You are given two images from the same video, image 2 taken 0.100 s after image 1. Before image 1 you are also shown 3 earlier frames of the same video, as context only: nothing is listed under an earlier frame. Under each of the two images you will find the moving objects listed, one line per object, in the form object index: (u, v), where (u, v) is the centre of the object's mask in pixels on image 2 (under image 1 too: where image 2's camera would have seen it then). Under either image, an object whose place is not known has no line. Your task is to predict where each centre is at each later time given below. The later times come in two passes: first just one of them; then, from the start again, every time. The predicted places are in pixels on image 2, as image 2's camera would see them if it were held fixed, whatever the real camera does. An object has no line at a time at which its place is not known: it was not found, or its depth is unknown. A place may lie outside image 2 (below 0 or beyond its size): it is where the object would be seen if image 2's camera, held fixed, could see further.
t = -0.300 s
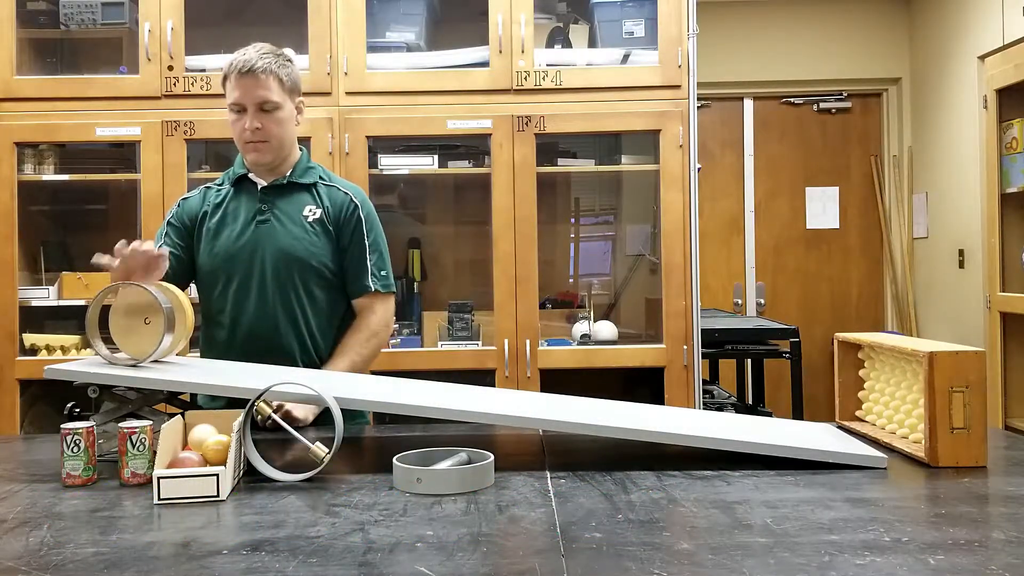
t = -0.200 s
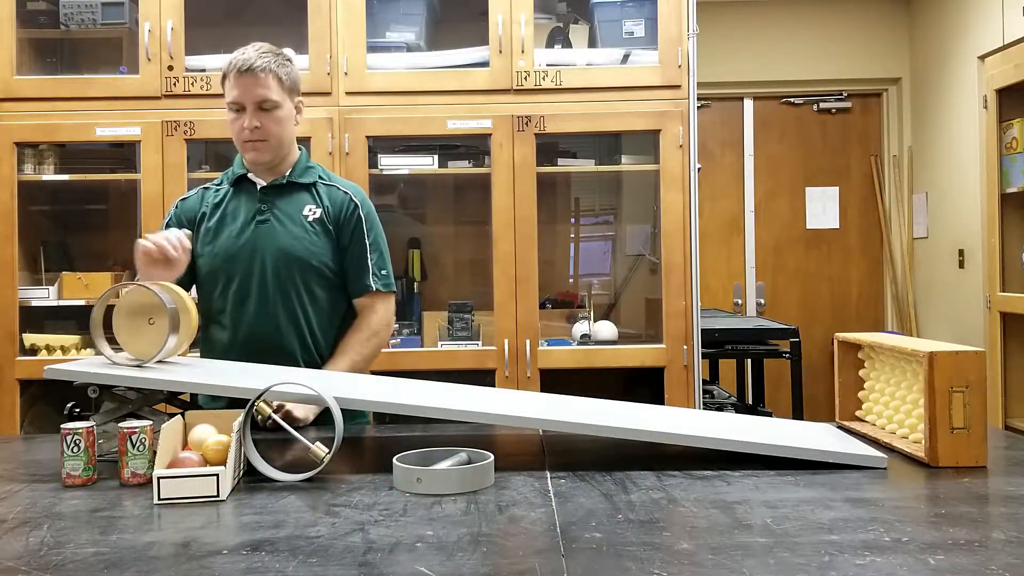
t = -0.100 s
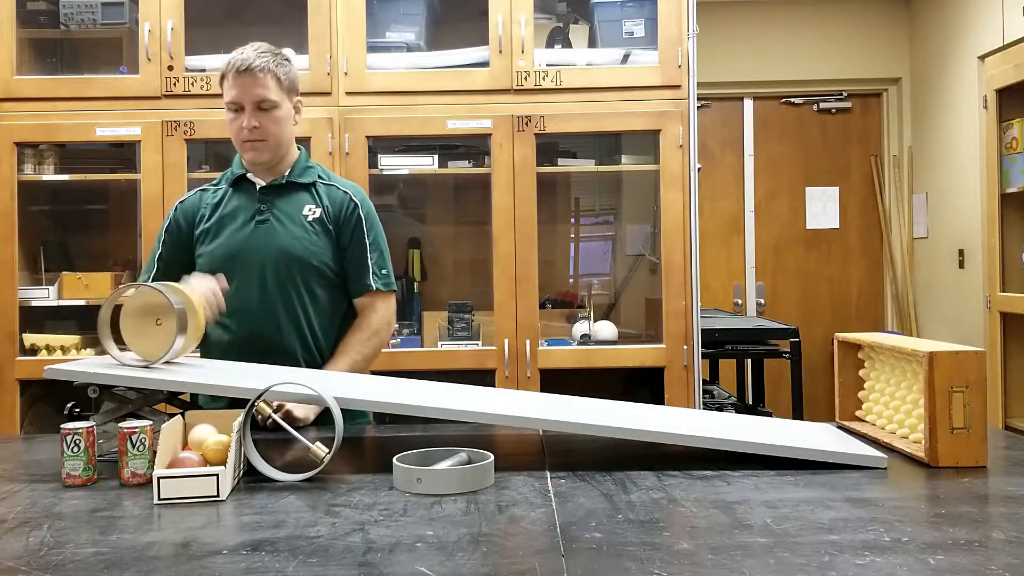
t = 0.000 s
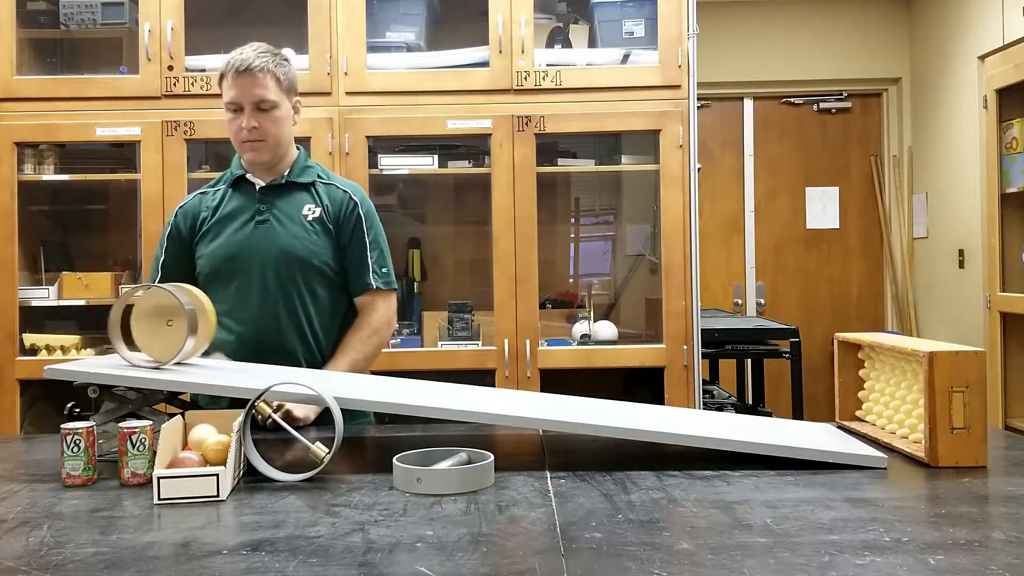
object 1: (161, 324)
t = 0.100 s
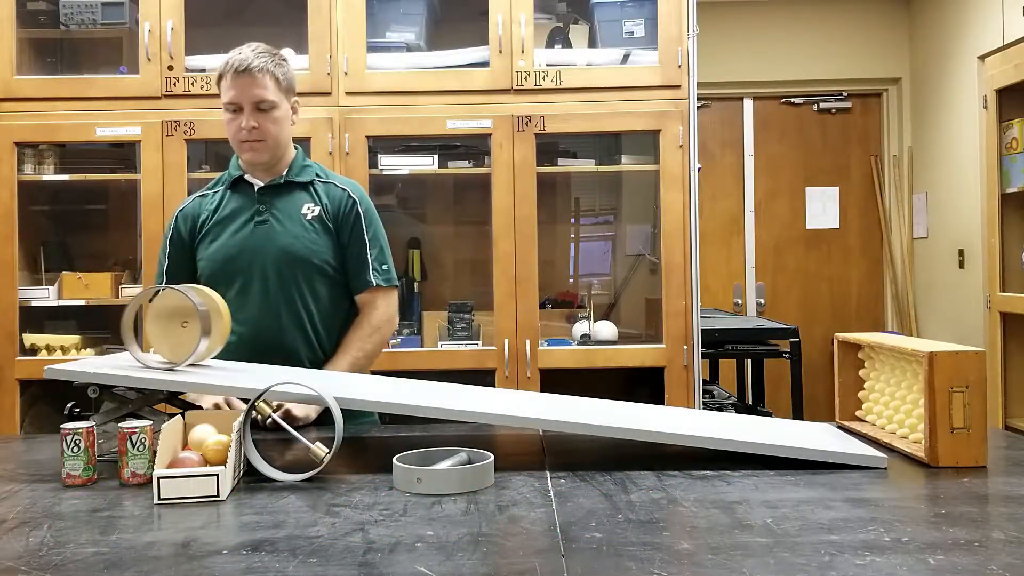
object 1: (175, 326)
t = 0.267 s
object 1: (207, 329)
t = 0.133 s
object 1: (181, 326)
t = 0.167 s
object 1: (186, 327)
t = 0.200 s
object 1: (192, 327)
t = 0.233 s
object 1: (200, 328)
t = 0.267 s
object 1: (207, 329)
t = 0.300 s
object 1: (213, 329)
